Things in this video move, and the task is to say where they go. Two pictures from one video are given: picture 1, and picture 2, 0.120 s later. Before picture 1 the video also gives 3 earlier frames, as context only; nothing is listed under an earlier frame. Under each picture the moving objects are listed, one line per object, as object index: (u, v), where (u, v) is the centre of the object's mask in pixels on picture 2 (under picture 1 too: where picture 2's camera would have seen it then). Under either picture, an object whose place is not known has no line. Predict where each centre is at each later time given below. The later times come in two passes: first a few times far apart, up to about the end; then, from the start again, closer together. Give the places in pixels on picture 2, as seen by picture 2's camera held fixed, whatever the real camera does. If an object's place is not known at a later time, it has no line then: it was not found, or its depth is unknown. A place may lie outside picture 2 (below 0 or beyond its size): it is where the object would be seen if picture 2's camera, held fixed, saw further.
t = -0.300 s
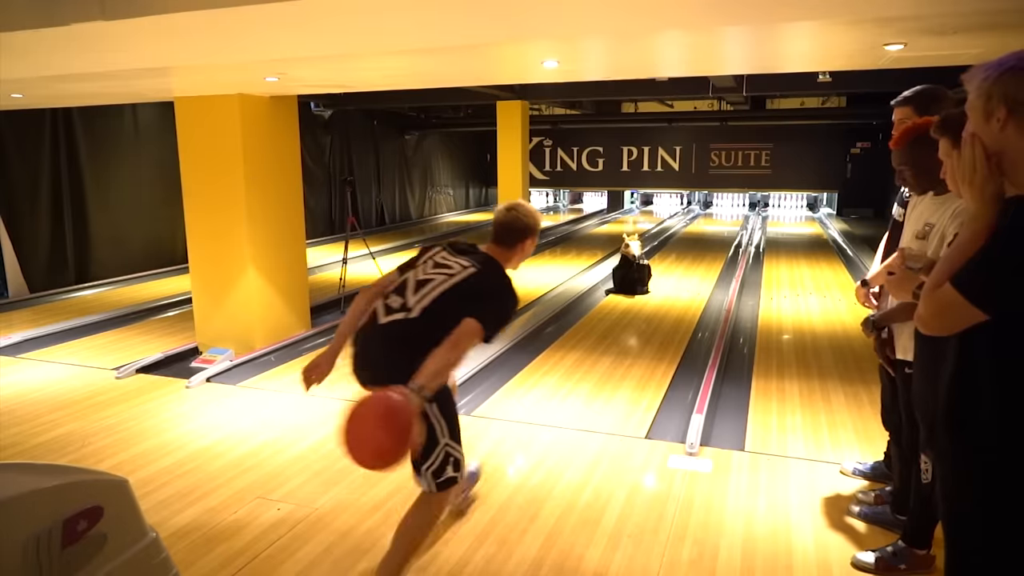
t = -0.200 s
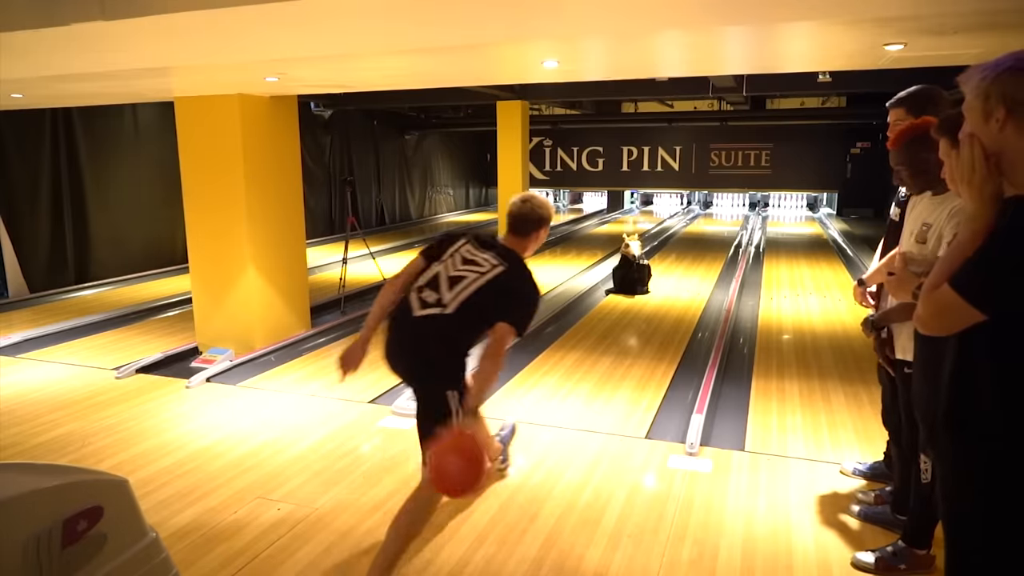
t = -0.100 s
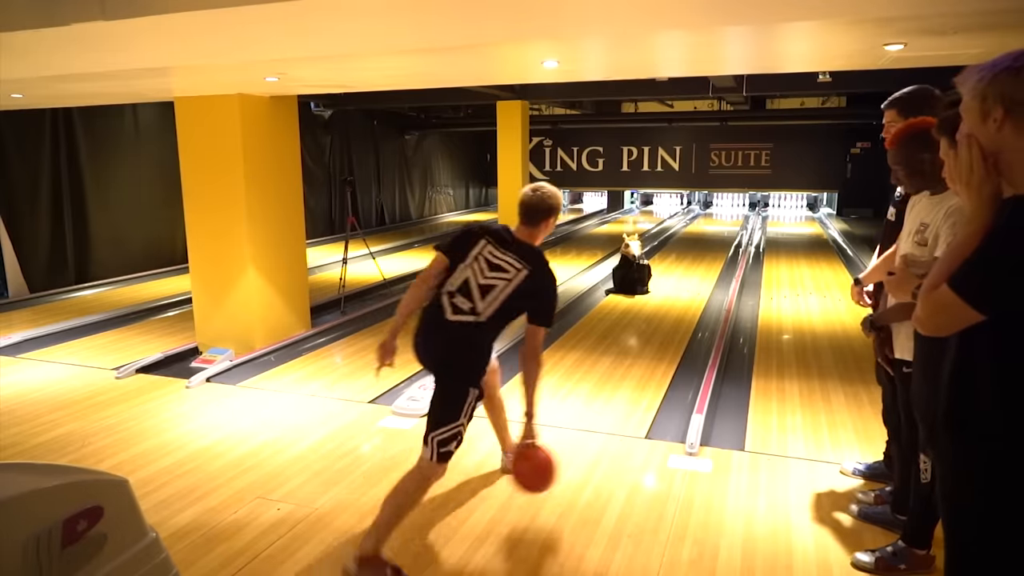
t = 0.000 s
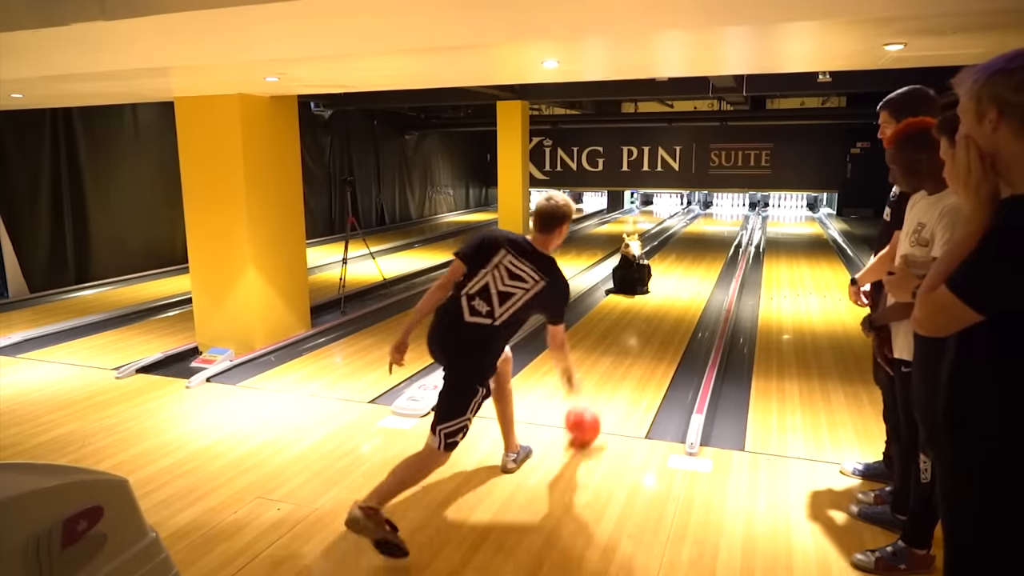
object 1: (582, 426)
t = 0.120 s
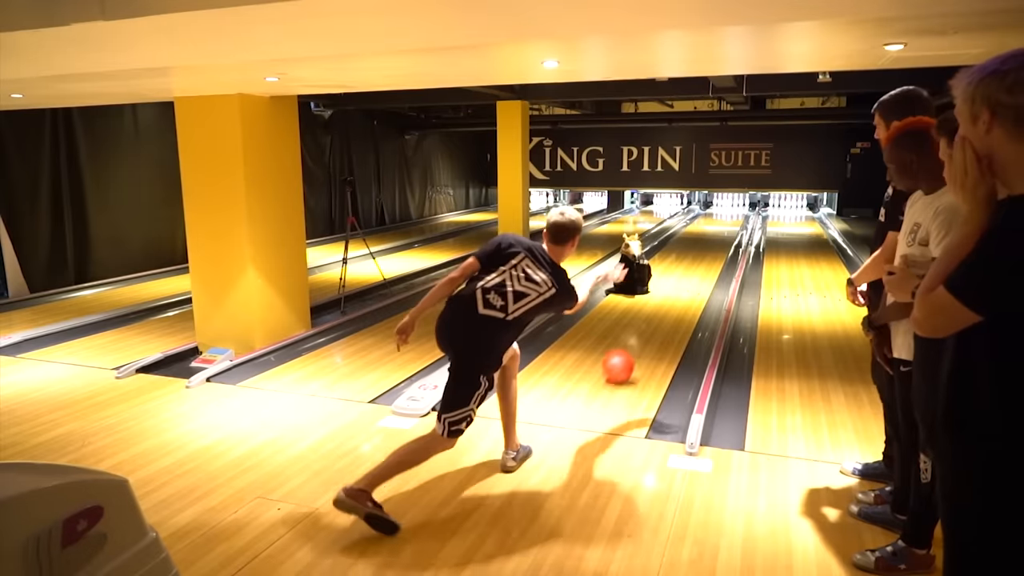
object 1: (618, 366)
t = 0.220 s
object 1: (637, 337)
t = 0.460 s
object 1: (667, 290)
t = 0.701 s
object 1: (684, 261)
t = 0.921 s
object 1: (694, 246)
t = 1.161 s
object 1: (701, 233)
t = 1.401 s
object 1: (707, 223)
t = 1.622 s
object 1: (710, 216)
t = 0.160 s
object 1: (626, 354)
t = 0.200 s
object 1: (633, 343)
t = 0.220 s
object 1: (637, 337)
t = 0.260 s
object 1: (643, 327)
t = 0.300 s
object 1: (649, 318)
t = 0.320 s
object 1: (652, 314)
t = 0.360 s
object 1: (656, 306)
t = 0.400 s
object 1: (661, 299)
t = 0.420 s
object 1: (663, 296)
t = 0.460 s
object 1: (667, 290)
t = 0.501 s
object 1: (670, 284)
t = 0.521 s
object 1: (672, 282)
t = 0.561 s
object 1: (675, 276)
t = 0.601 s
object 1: (678, 271)
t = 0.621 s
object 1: (679, 269)
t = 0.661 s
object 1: (681, 265)
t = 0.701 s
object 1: (684, 261)
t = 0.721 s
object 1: (685, 260)
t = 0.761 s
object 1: (687, 256)
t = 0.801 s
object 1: (688, 253)
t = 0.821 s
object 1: (689, 252)
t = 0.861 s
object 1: (691, 249)
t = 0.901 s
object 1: (693, 247)
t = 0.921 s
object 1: (694, 246)
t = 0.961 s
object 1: (696, 243)
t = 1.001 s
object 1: (696, 240)
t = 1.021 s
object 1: (697, 239)
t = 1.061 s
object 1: (698, 237)
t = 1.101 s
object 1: (699, 235)
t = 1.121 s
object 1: (700, 234)
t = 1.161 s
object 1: (701, 233)
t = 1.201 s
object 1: (702, 231)
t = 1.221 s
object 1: (702, 230)
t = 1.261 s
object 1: (704, 229)
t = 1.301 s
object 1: (705, 227)
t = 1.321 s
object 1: (705, 226)
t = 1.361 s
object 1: (706, 224)
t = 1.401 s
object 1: (707, 223)
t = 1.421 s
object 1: (707, 222)
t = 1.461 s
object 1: (708, 220)
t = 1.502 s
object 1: (708, 219)
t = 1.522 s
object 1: (708, 219)
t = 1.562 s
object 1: (709, 218)
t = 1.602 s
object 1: (710, 217)
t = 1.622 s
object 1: (710, 216)
